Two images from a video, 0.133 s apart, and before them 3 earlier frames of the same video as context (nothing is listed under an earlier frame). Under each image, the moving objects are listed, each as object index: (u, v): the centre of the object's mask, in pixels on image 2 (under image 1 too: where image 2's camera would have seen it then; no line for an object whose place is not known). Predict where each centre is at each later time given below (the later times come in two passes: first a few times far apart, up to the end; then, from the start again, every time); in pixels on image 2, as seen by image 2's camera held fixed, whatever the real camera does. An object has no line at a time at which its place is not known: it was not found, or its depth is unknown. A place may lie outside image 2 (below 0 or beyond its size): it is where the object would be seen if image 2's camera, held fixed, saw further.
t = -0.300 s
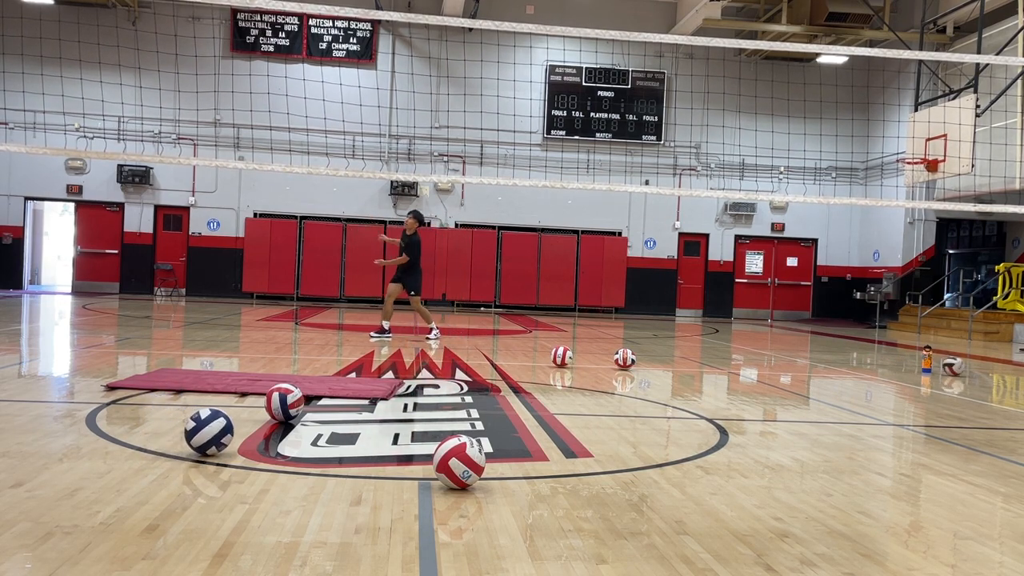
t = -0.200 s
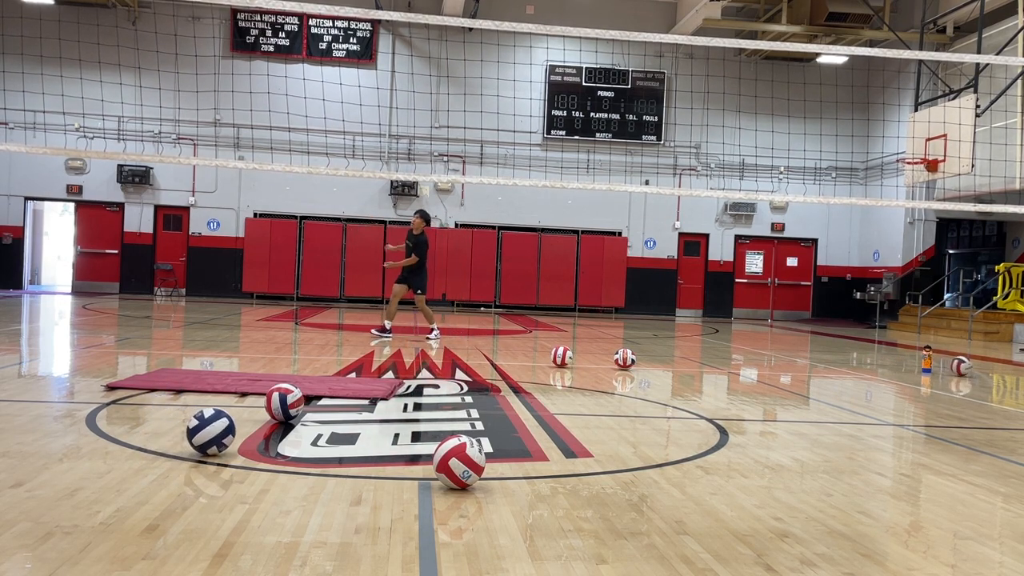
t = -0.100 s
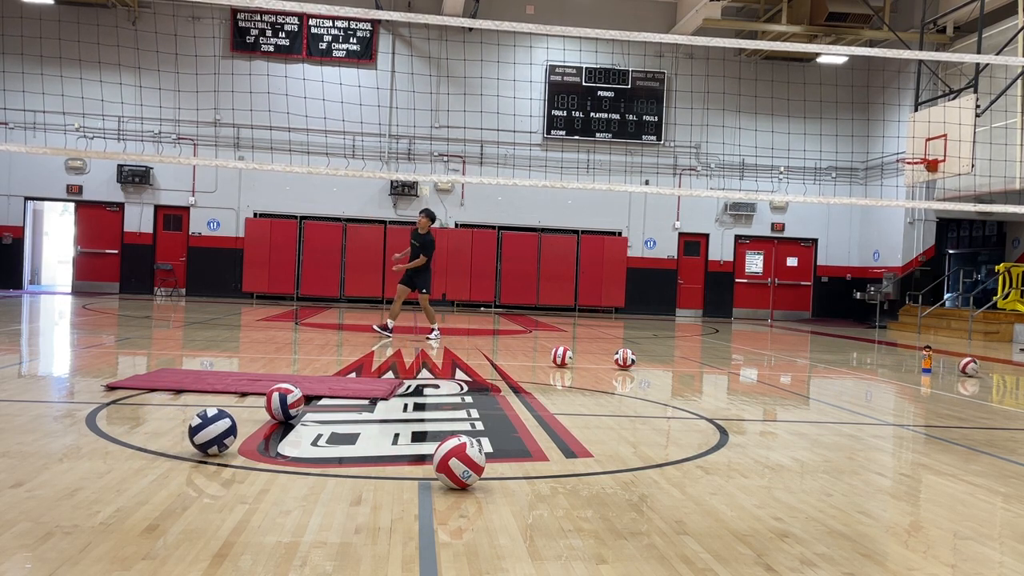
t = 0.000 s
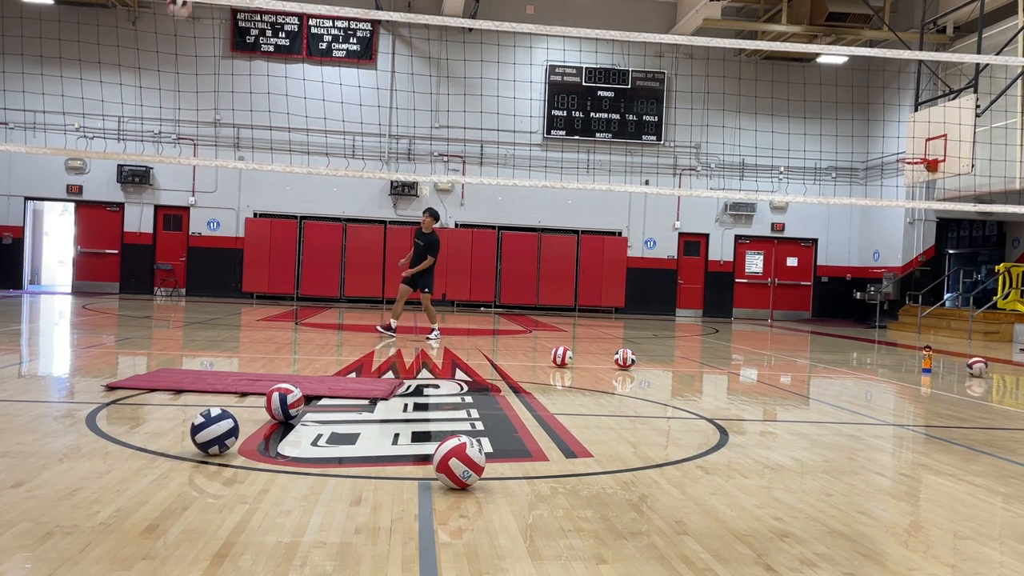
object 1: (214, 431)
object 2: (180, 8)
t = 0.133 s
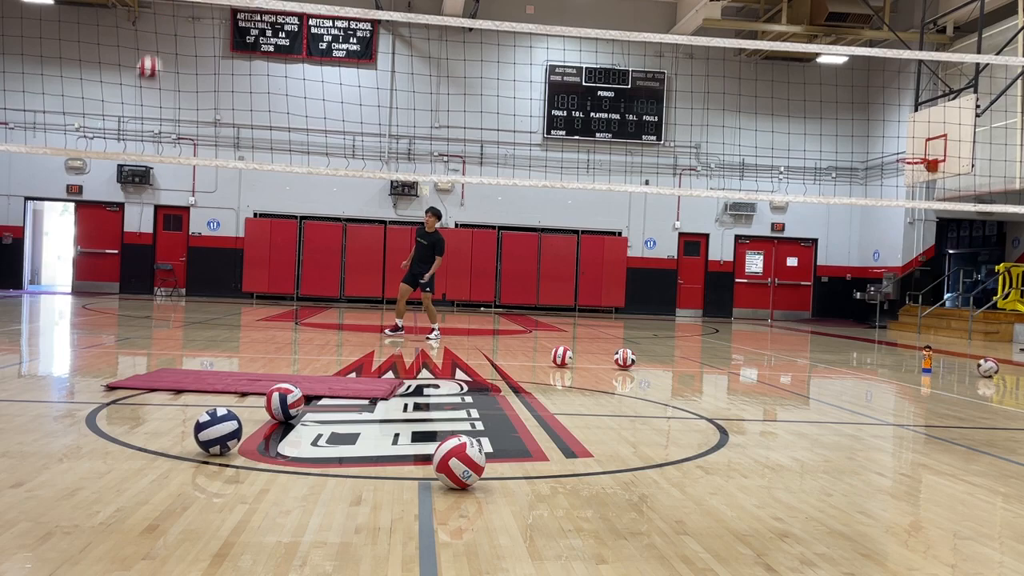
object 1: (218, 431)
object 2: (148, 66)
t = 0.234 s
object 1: (221, 431)
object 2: (125, 135)
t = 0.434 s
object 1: (226, 431)
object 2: (63, 311)
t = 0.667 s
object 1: (231, 431)
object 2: (49, 246)
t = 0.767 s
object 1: (233, 431)
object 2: (48, 205)
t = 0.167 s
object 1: (219, 431)
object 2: (141, 89)
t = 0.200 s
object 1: (220, 431)
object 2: (132, 111)
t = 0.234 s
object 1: (221, 431)
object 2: (125, 135)
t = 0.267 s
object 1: (222, 431)
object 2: (113, 166)
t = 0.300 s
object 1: (222, 431)
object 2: (104, 186)
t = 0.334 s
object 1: (223, 431)
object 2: (95, 217)
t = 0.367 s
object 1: (224, 431)
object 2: (87, 245)
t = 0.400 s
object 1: (225, 431)
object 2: (79, 275)
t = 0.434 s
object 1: (226, 431)
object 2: (63, 311)
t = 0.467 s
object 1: (227, 431)
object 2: (52, 347)
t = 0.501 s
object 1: (228, 431)
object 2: (49, 339)
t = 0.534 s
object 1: (229, 431)
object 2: (50, 318)
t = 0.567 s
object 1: (229, 431)
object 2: (49, 298)
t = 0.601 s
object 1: (230, 431)
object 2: (50, 280)
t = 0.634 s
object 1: (231, 431)
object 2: (49, 262)
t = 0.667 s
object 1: (231, 431)
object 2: (49, 246)
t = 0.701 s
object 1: (232, 431)
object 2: (49, 231)
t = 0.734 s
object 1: (233, 431)
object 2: (48, 217)
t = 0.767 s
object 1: (233, 431)
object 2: (48, 205)
